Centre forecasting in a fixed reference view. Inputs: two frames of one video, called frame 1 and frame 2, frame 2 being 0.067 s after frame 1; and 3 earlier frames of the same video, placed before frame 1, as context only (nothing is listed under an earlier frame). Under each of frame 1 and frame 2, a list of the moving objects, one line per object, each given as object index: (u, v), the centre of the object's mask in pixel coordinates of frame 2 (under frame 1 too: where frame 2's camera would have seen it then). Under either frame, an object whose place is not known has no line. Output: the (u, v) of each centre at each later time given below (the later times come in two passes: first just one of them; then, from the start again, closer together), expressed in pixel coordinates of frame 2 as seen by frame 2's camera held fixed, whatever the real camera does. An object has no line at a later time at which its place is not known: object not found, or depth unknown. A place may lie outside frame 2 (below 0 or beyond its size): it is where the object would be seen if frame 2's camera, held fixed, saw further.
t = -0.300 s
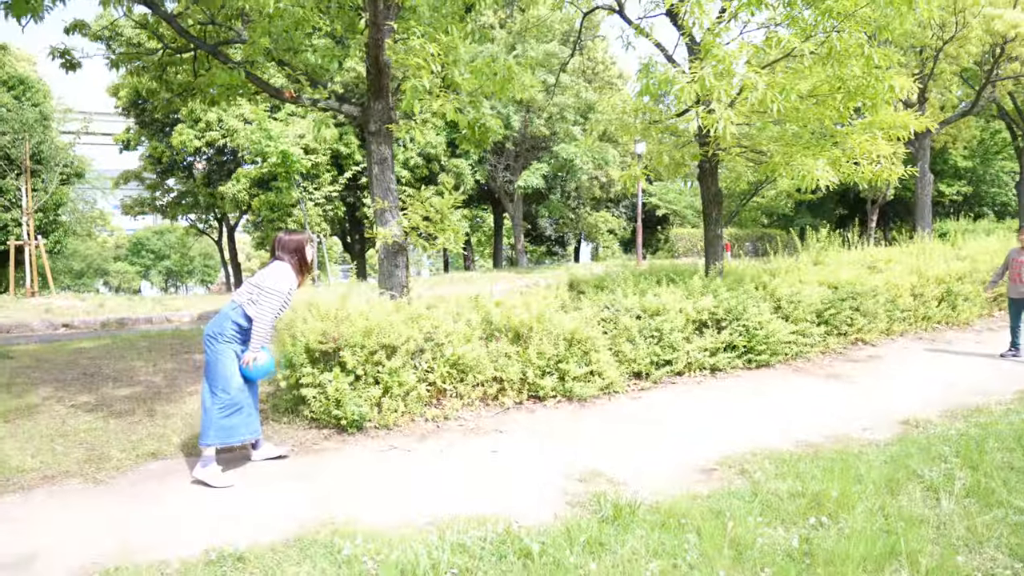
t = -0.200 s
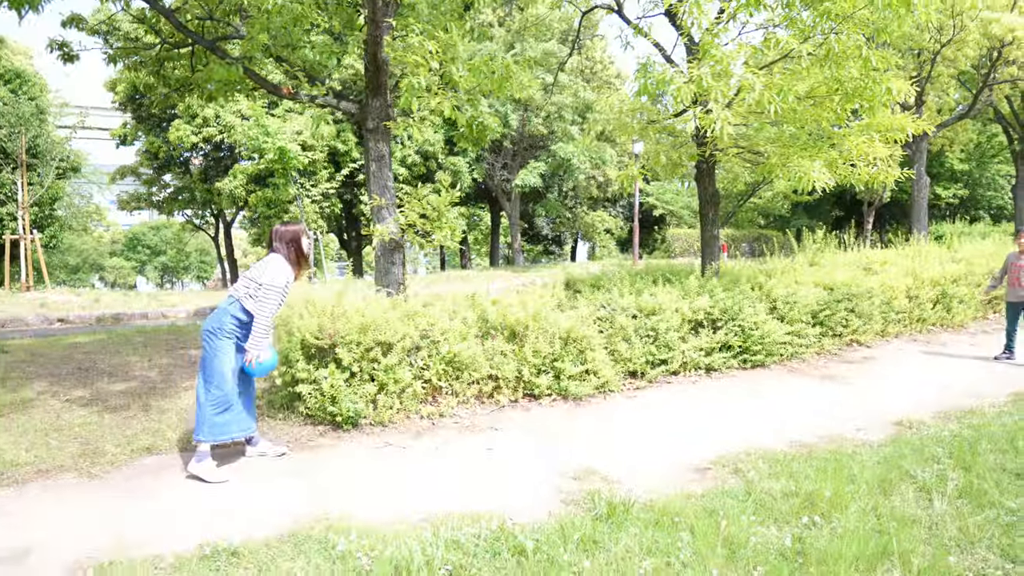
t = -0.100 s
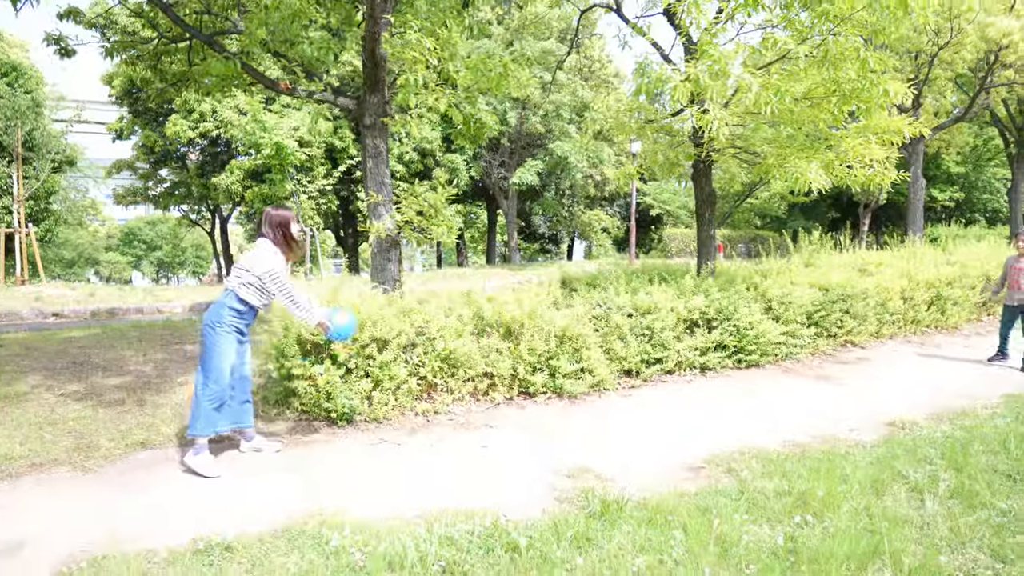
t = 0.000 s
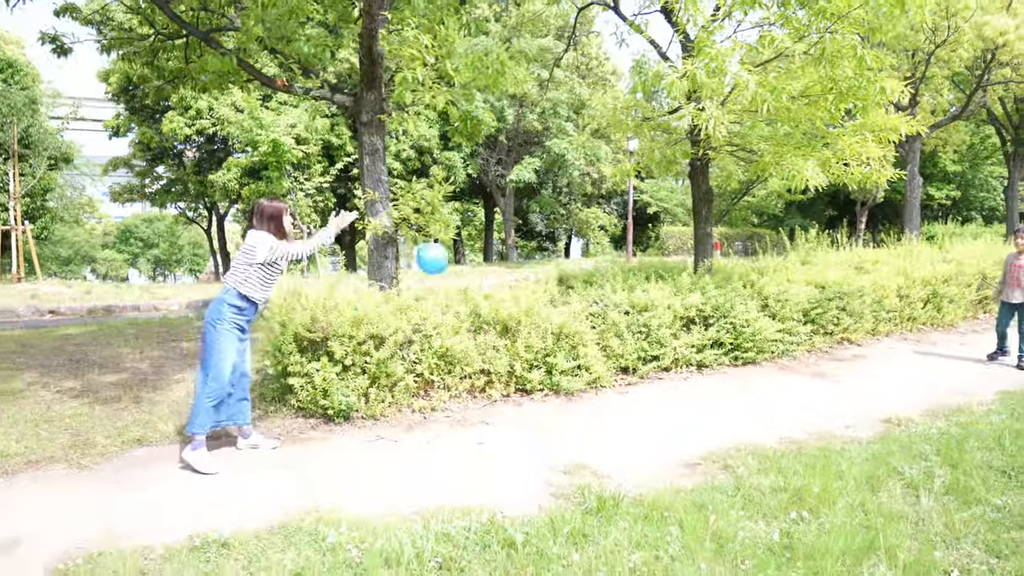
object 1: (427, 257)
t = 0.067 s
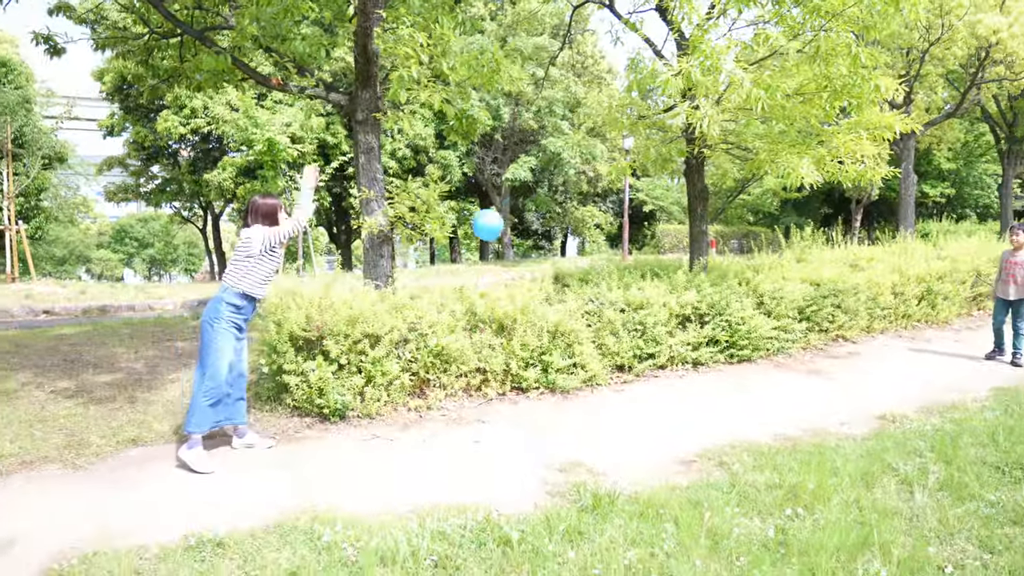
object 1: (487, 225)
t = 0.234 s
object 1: (611, 171)
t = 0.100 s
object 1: (515, 211)
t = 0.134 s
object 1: (541, 198)
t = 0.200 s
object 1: (587, 178)
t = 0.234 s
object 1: (611, 171)
